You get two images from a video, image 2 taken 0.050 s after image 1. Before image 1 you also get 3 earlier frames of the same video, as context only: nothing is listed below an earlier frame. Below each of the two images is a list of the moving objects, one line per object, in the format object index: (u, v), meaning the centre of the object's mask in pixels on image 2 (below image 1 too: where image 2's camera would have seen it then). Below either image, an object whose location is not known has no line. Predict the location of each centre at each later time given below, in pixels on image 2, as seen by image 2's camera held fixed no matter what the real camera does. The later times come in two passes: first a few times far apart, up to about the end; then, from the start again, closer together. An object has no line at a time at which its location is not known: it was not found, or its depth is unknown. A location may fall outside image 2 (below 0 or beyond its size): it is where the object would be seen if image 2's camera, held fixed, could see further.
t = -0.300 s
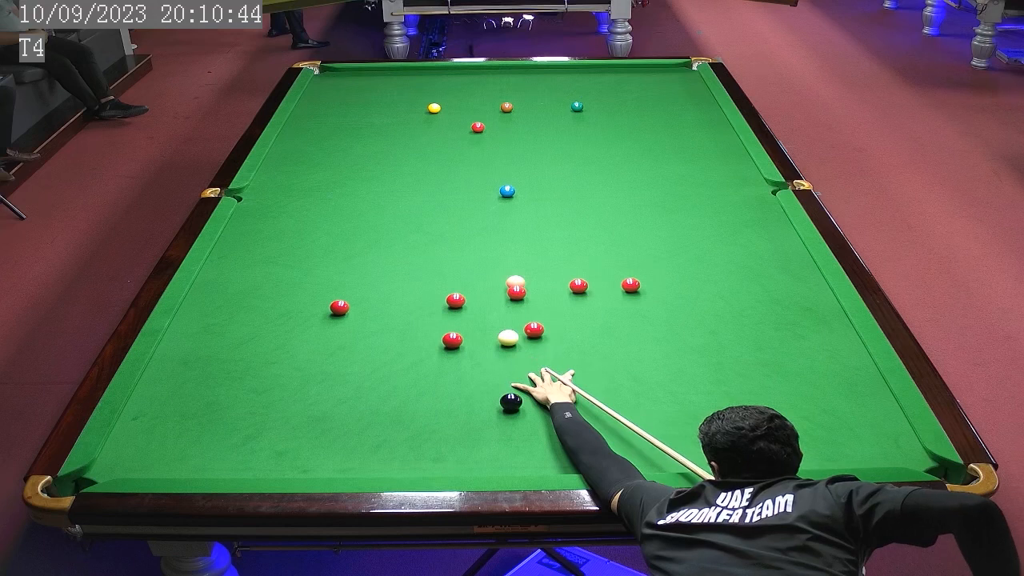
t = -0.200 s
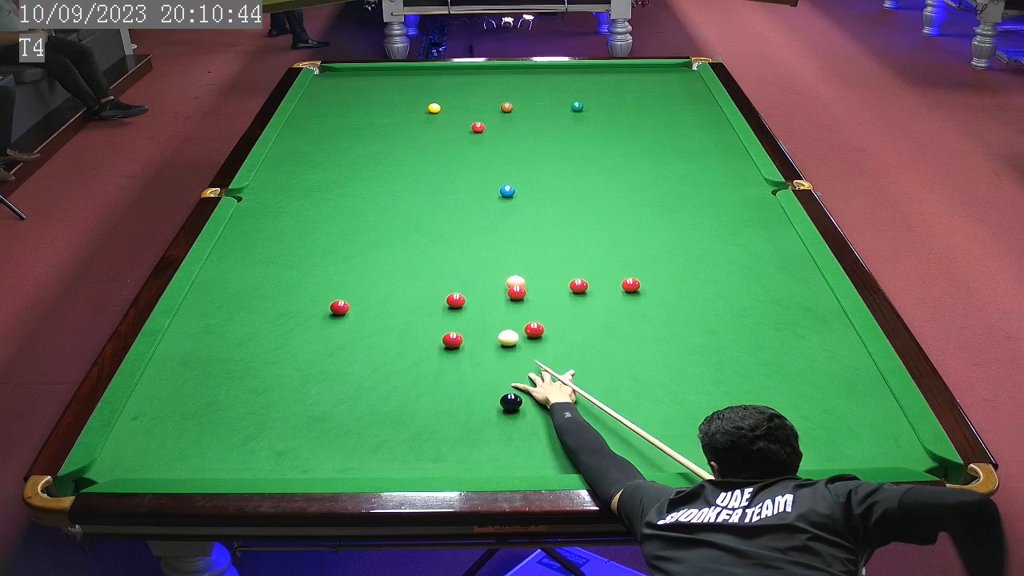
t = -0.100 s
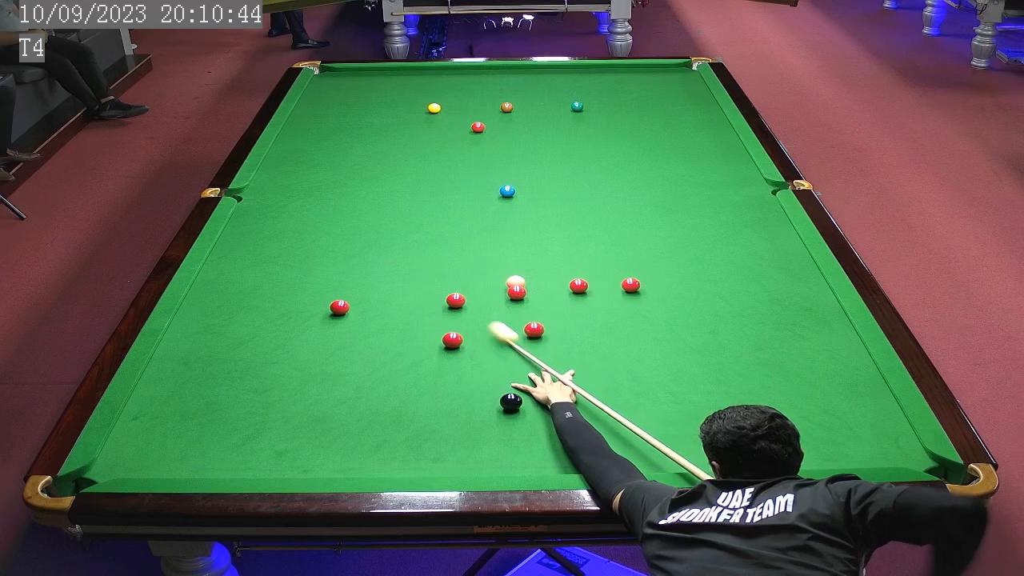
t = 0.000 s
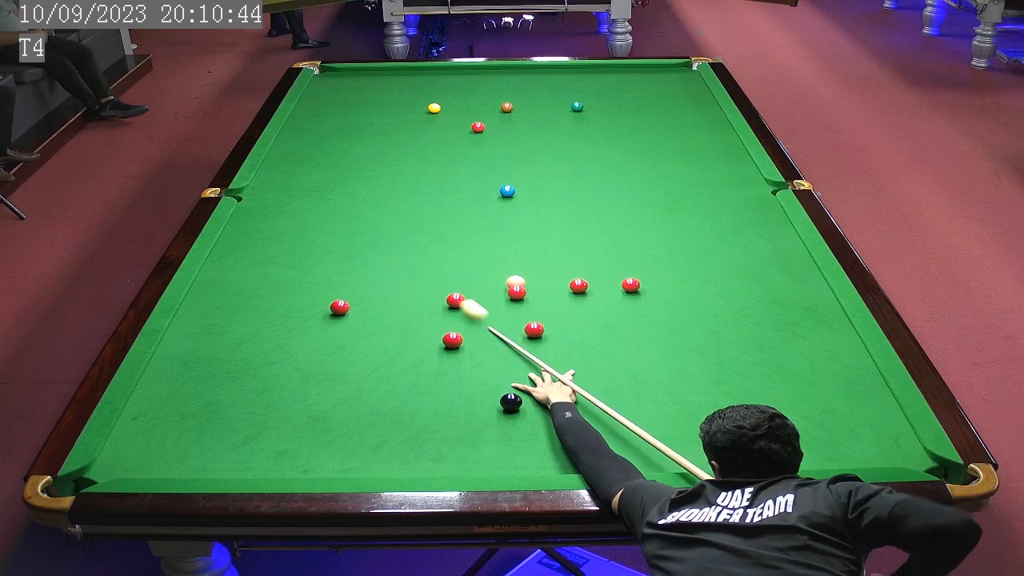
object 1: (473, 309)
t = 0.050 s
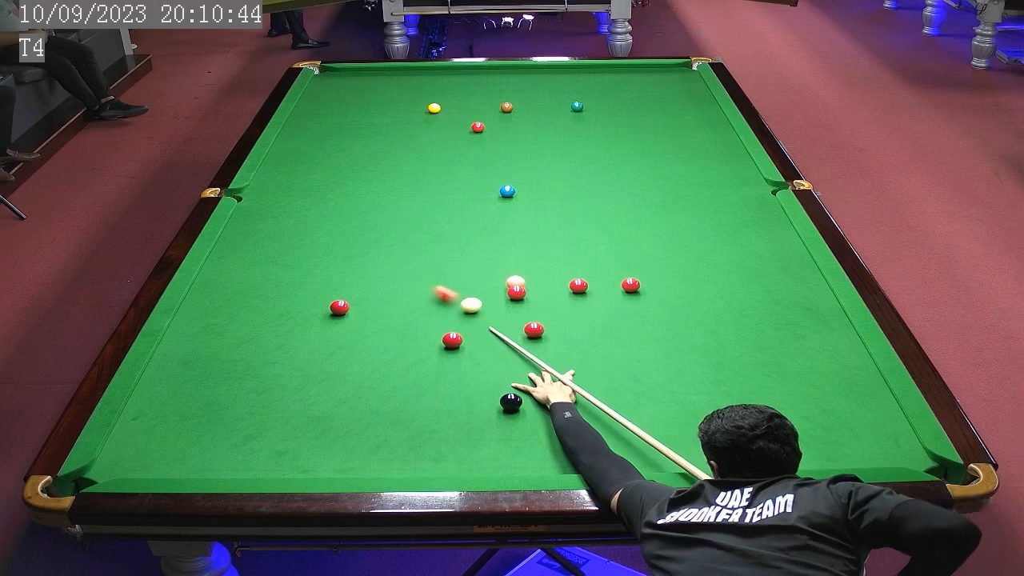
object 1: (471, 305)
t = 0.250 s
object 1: (490, 305)
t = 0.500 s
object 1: (515, 309)
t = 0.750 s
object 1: (538, 313)
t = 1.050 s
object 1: (564, 317)
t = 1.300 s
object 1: (585, 321)
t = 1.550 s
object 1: (604, 324)
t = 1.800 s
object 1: (621, 327)
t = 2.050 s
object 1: (637, 330)
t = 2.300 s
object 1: (650, 333)
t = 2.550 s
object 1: (662, 335)
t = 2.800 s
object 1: (672, 337)
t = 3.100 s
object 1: (682, 339)
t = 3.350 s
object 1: (687, 340)
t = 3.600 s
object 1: (691, 341)
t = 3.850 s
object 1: (694, 341)
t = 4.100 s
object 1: (694, 341)
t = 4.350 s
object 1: (693, 341)
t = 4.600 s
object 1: (693, 341)
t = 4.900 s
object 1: (693, 341)
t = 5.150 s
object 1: (693, 341)
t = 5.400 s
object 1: (693, 341)
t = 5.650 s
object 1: (693, 341)
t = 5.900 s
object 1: (693, 341)
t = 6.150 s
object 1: (693, 341)
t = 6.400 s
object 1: (693, 341)
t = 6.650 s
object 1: (693, 341)
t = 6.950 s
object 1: (693, 341)
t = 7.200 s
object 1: (693, 341)
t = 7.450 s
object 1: (693, 341)
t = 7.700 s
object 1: (693, 341)
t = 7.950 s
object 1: (693, 341)
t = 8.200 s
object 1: (693, 341)
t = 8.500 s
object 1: (693, 341)
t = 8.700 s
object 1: (693, 340)
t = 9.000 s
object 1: (693, 340)
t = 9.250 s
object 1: (693, 340)
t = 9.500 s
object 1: (693, 340)
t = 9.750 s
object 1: (693, 340)
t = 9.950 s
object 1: (693, 340)
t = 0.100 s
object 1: (475, 304)
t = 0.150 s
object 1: (480, 304)
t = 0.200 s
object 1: (484, 304)
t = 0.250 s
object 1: (490, 305)
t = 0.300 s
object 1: (495, 306)
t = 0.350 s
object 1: (500, 306)
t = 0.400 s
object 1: (505, 307)
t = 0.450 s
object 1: (510, 308)
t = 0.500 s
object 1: (515, 309)
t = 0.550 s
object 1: (519, 309)
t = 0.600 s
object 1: (524, 310)
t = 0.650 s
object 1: (529, 311)
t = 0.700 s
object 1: (534, 312)
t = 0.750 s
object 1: (538, 313)
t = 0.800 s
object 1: (543, 313)
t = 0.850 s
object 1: (547, 314)
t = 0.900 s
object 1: (551, 315)
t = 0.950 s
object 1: (556, 316)
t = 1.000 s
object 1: (560, 316)
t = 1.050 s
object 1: (564, 317)
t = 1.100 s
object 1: (569, 318)
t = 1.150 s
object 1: (573, 319)
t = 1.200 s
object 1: (577, 319)
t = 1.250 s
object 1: (581, 320)
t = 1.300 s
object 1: (585, 321)
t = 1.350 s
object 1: (589, 321)
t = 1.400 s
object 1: (593, 322)
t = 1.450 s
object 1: (597, 323)
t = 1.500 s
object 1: (600, 323)
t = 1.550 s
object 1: (604, 324)
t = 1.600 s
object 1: (607, 324)
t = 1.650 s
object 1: (611, 325)
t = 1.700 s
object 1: (614, 326)
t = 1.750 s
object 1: (618, 326)
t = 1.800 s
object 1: (621, 327)
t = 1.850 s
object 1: (624, 327)
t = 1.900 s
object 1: (627, 328)
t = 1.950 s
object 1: (630, 329)
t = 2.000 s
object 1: (634, 329)
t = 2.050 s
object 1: (637, 330)
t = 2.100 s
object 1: (639, 330)
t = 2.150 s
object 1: (642, 331)
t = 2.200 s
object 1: (645, 332)
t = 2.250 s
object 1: (648, 332)
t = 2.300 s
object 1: (650, 333)
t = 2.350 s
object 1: (653, 333)
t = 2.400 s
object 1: (655, 334)
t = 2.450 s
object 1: (658, 334)
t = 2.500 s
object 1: (660, 335)
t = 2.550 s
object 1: (662, 335)
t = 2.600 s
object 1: (664, 335)
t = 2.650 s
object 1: (666, 336)
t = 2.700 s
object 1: (668, 336)
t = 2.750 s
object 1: (670, 337)
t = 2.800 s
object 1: (672, 337)
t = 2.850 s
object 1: (674, 337)
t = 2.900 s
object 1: (675, 338)
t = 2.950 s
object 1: (677, 338)
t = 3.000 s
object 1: (679, 338)
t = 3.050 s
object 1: (680, 338)
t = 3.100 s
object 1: (682, 339)
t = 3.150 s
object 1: (683, 339)
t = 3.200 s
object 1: (684, 339)
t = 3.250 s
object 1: (685, 339)
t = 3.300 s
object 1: (686, 339)
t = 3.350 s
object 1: (687, 340)
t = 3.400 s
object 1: (688, 340)
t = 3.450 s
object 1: (689, 340)
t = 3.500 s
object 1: (690, 340)
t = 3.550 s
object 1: (691, 341)
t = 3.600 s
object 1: (691, 341)
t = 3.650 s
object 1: (692, 341)
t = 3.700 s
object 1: (693, 341)
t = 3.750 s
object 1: (693, 341)
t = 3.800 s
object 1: (693, 341)
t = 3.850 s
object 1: (694, 341)
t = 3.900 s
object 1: (694, 341)
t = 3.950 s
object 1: (694, 341)
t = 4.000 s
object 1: (694, 341)
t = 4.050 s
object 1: (694, 341)
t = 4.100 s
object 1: (694, 341)
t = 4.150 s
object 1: (694, 341)
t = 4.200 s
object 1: (694, 341)
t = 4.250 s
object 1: (694, 341)
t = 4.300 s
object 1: (693, 341)
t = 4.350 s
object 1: (693, 341)
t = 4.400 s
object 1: (693, 341)
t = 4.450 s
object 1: (693, 341)
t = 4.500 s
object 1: (693, 341)
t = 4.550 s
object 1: (693, 341)
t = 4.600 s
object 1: (693, 341)
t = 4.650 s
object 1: (693, 341)
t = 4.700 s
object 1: (693, 341)
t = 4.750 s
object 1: (693, 341)
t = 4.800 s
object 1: (693, 341)
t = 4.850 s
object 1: (693, 341)
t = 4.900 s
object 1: (693, 341)
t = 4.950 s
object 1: (693, 341)
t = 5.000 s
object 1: (693, 341)
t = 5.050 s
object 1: (693, 341)
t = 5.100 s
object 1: (693, 341)
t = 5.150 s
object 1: (693, 341)
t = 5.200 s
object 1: (693, 341)
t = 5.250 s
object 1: (693, 341)
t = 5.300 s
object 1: (693, 341)
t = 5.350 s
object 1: (693, 341)
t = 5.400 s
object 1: (693, 341)
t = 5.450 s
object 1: (693, 341)
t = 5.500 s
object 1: (693, 341)
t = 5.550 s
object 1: (693, 341)
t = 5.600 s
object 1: (693, 341)
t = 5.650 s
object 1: (693, 341)
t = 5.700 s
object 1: (693, 341)
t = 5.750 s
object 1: (693, 341)
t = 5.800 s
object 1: (693, 341)
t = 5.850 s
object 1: (693, 341)
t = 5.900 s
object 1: (693, 341)
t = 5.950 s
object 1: (693, 341)
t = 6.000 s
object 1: (693, 341)
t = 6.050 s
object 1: (693, 341)
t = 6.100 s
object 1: (693, 341)
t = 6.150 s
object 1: (693, 341)
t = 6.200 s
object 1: (693, 341)
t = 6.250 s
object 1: (693, 341)
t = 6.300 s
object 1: (693, 341)
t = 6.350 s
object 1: (693, 341)
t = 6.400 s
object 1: (693, 341)
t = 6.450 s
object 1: (693, 341)
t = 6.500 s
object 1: (693, 341)
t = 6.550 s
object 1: (693, 341)
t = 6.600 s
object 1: (693, 341)
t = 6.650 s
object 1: (693, 341)
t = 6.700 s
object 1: (693, 341)
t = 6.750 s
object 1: (693, 341)
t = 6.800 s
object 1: (693, 341)
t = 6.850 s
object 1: (693, 341)
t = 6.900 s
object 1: (693, 340)
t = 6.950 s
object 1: (693, 341)
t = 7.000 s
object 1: (693, 341)
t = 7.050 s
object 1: (693, 341)
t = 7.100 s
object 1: (693, 341)
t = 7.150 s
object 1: (693, 341)
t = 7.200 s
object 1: (693, 341)
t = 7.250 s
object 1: (693, 341)
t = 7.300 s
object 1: (693, 341)
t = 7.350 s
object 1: (693, 341)
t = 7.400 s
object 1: (693, 341)
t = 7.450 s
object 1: (693, 341)
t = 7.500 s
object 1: (693, 341)
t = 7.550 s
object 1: (693, 341)
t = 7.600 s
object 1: (693, 341)
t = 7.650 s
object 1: (693, 341)
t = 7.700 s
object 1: (693, 341)
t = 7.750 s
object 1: (693, 341)
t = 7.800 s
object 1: (693, 341)
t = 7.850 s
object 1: (693, 341)
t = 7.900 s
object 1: (693, 341)
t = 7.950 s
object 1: (693, 341)
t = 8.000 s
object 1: (693, 341)
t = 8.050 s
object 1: (693, 341)
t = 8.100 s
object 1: (693, 341)
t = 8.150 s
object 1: (693, 341)
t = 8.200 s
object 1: (693, 341)
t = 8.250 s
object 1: (693, 341)
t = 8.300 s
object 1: (693, 341)
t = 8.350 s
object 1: (693, 341)
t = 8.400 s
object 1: (693, 341)
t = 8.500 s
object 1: (693, 341)
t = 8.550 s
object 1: (693, 340)
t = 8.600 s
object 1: (693, 341)
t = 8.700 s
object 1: (693, 340)
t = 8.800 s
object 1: (693, 341)
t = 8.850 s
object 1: (693, 341)
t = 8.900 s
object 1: (693, 340)
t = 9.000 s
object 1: (693, 340)
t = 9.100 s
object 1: (693, 340)
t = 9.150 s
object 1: (693, 340)
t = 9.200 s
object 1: (693, 340)
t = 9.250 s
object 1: (693, 340)
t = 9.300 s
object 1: (693, 340)
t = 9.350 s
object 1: (693, 340)
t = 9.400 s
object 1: (693, 340)
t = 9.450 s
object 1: (693, 340)
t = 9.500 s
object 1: (693, 340)
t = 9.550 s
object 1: (693, 340)
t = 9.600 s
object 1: (693, 340)
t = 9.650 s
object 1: (693, 340)
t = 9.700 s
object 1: (693, 340)
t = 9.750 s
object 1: (693, 340)
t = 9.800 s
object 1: (693, 340)
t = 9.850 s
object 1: (693, 340)
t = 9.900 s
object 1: (693, 340)
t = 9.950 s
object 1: (693, 340)
